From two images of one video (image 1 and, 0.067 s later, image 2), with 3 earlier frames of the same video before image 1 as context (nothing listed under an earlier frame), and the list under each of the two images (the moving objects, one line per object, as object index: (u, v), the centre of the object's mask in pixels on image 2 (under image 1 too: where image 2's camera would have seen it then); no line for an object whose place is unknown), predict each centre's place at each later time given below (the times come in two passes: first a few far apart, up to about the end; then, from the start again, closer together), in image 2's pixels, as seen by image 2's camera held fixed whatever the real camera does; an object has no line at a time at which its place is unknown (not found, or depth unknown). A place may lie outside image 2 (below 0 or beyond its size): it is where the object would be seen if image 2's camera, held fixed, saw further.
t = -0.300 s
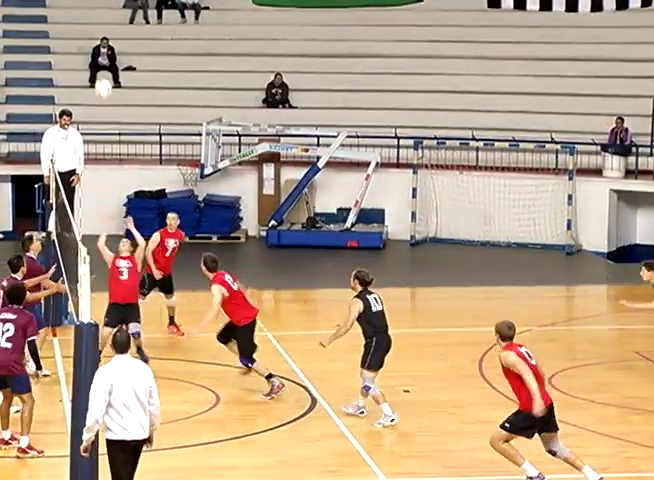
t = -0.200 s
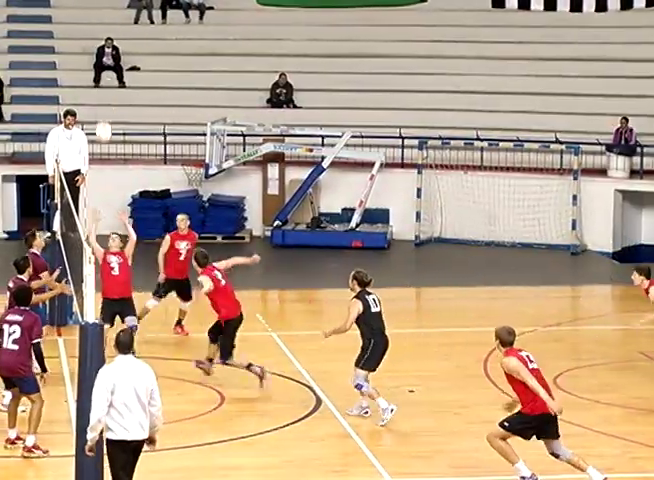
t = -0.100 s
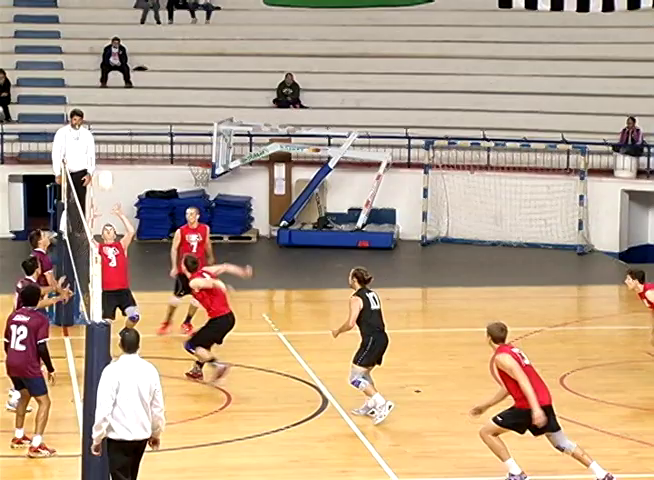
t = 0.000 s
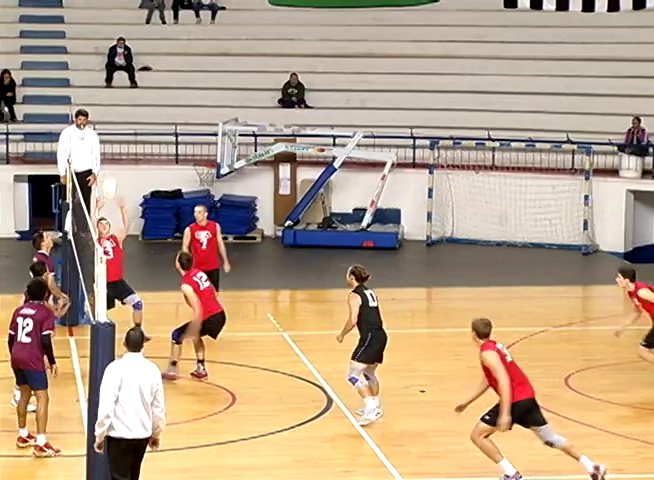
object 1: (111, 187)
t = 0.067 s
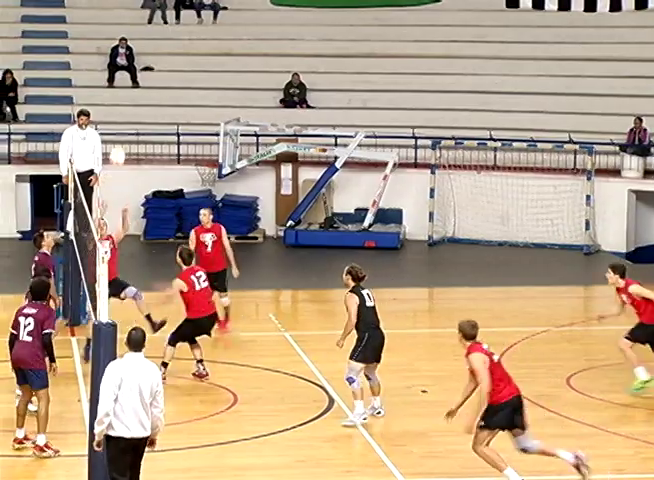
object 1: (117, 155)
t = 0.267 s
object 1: (136, 79)
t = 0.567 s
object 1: (171, 18)
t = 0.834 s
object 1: (206, 25)
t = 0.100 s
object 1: (120, 140)
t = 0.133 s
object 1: (123, 127)
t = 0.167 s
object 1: (126, 113)
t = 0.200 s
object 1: (130, 101)
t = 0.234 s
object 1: (133, 90)
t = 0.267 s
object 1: (136, 79)
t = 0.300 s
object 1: (140, 69)
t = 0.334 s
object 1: (144, 60)
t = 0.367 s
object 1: (147, 52)
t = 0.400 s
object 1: (151, 44)
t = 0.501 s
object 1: (163, 26)
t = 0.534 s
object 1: (167, 22)
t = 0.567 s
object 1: (171, 18)
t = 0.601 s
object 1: (175, 16)
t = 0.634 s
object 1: (179, 15)
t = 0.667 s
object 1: (184, 14)
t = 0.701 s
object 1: (188, 15)
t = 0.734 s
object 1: (192, 16)
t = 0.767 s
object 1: (197, 18)
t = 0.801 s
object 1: (202, 21)
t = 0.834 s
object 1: (206, 25)
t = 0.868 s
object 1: (211, 31)
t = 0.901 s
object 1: (216, 38)
